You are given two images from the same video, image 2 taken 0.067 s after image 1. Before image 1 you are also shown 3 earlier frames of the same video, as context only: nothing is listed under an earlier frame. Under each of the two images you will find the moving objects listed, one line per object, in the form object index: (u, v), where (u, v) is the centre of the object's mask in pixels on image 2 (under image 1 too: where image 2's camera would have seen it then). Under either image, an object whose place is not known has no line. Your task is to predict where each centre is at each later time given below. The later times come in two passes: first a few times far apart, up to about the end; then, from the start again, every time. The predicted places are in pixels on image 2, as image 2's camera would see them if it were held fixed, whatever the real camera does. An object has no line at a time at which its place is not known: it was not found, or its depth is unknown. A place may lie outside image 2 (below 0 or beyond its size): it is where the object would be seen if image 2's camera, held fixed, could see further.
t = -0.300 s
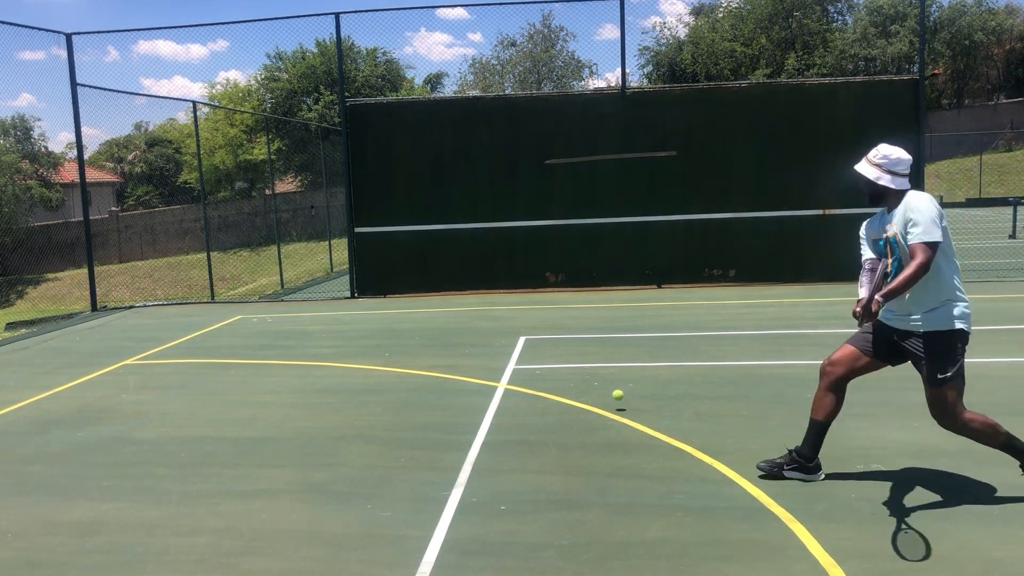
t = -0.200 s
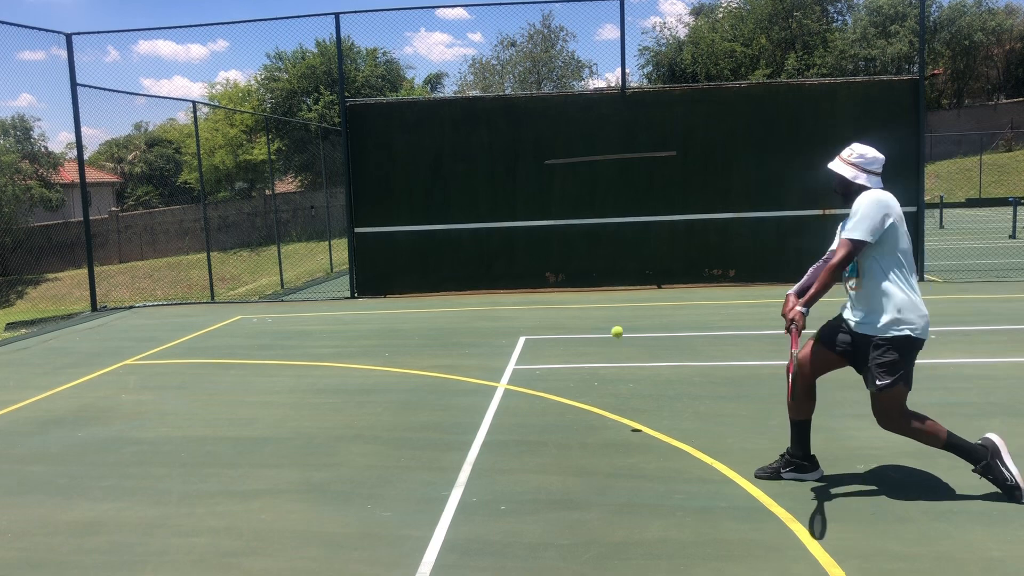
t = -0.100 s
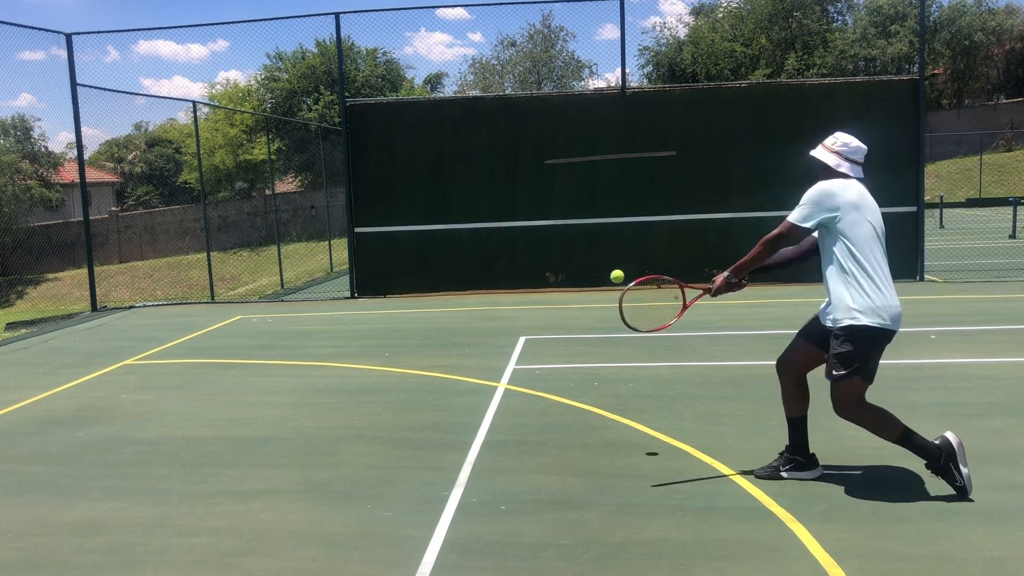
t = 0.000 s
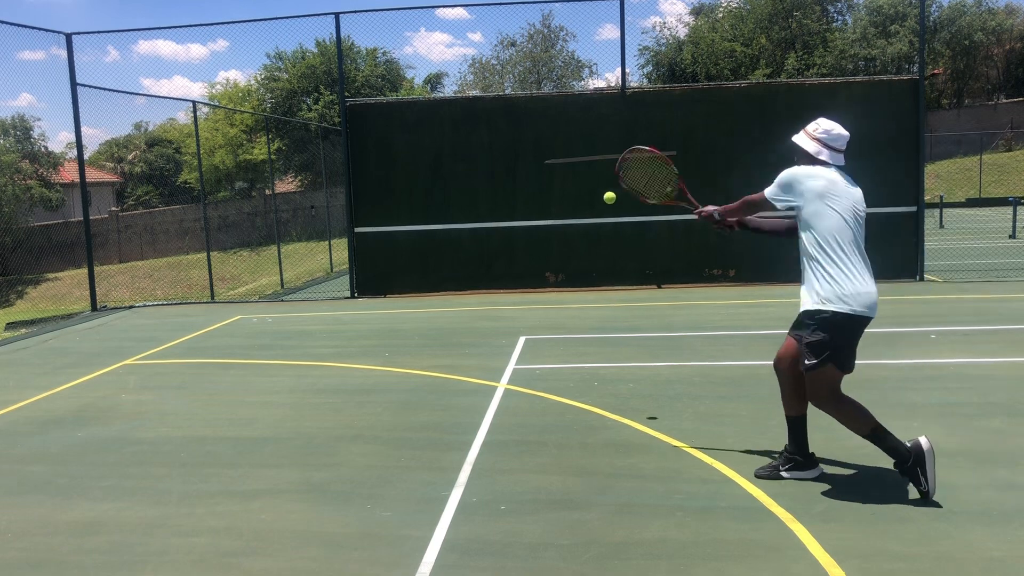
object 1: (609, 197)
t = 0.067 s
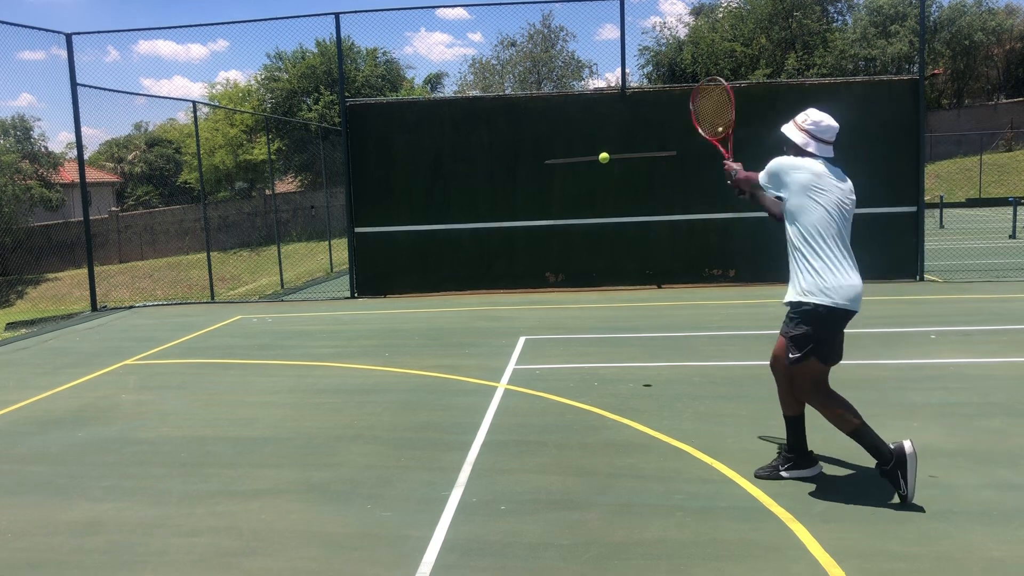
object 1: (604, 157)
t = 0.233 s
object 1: (595, 114)
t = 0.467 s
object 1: (590, 121)
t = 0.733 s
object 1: (591, 142)
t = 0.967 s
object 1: (594, 226)
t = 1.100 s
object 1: (599, 324)
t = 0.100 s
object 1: (602, 143)
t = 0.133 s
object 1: (600, 133)
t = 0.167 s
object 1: (598, 124)
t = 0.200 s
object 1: (597, 118)
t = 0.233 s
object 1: (595, 114)
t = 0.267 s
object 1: (594, 112)
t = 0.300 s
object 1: (593, 111)
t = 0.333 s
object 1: (592, 111)
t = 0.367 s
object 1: (592, 112)
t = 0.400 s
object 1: (591, 114)
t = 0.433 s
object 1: (591, 117)
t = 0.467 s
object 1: (590, 121)
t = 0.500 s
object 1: (590, 126)
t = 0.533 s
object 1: (590, 126)
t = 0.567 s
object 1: (590, 126)
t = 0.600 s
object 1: (590, 127)
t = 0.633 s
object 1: (590, 129)
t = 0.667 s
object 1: (590, 132)
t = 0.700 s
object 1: (590, 136)
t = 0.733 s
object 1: (591, 142)
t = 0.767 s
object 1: (591, 149)
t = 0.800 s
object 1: (592, 158)
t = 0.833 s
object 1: (592, 168)
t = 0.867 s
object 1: (592, 179)
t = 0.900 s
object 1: (593, 193)
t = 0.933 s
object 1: (593, 209)
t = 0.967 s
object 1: (594, 226)
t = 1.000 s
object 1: (595, 246)
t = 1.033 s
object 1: (596, 269)
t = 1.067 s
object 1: (597, 295)
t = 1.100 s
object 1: (599, 324)
